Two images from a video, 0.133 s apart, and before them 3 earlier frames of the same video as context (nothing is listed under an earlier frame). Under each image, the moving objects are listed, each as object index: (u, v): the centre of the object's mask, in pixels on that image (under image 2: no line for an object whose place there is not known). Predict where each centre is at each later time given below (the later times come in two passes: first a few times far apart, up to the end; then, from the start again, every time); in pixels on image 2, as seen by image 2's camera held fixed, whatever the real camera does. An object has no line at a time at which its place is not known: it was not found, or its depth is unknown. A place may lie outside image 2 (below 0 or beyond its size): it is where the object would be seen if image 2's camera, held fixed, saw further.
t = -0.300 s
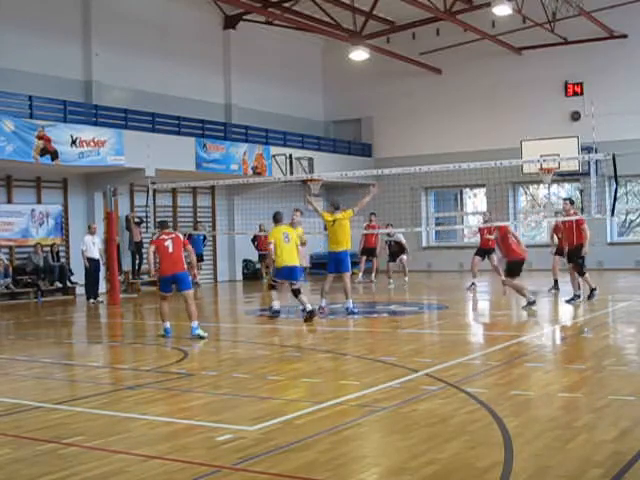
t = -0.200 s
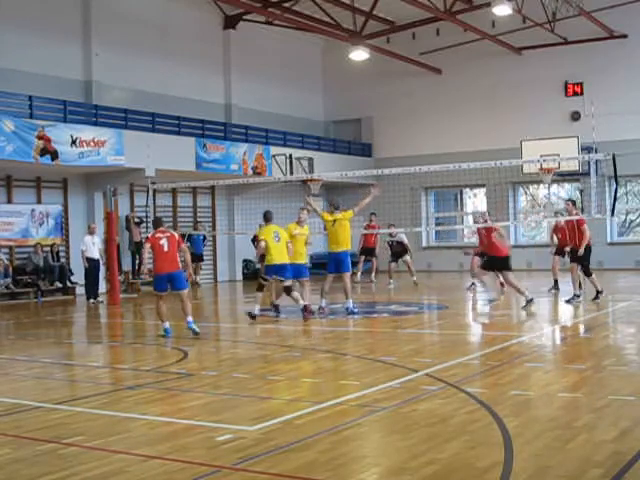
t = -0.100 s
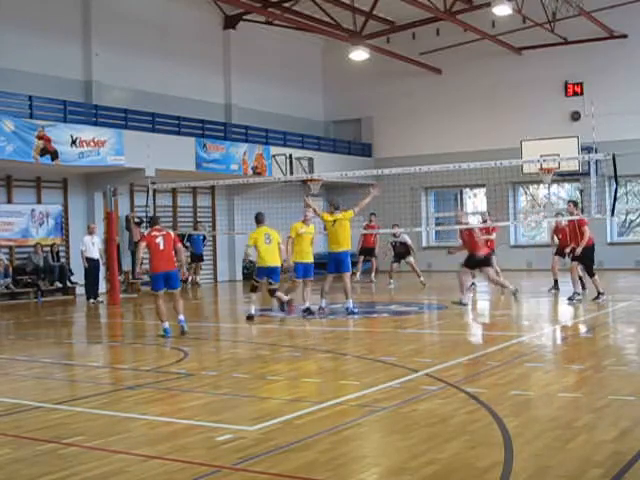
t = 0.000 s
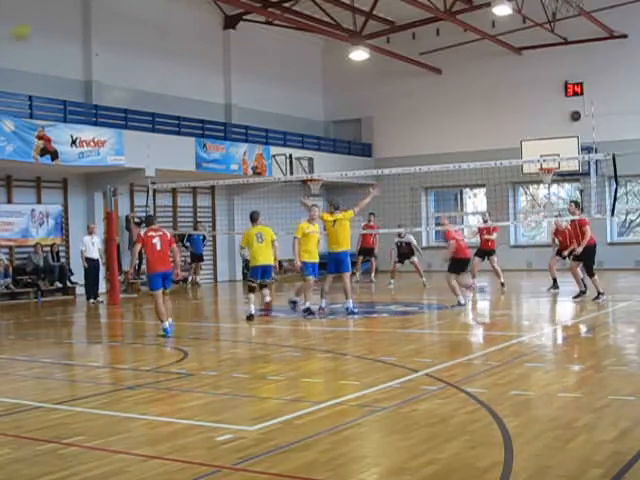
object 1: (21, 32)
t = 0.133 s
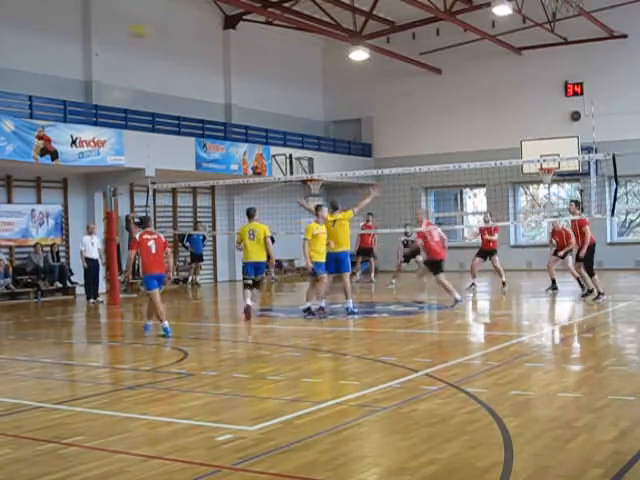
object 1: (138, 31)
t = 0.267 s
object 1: (236, 38)
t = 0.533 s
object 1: (382, 73)
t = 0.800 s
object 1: (490, 132)
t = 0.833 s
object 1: (501, 140)
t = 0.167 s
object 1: (166, 32)
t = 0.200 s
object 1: (191, 34)
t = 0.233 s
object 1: (215, 37)
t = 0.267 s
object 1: (236, 38)
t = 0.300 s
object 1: (257, 40)
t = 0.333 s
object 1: (278, 44)
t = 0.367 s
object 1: (296, 48)
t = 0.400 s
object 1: (315, 52)
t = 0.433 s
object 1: (334, 55)
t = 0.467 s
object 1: (348, 61)
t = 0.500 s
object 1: (367, 67)
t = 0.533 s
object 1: (382, 73)
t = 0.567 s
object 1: (398, 79)
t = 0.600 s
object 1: (413, 85)
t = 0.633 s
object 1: (428, 92)
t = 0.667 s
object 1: (441, 99)
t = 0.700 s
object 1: (454, 106)
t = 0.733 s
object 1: (468, 115)
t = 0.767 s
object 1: (479, 122)
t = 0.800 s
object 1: (490, 132)
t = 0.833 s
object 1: (501, 140)
